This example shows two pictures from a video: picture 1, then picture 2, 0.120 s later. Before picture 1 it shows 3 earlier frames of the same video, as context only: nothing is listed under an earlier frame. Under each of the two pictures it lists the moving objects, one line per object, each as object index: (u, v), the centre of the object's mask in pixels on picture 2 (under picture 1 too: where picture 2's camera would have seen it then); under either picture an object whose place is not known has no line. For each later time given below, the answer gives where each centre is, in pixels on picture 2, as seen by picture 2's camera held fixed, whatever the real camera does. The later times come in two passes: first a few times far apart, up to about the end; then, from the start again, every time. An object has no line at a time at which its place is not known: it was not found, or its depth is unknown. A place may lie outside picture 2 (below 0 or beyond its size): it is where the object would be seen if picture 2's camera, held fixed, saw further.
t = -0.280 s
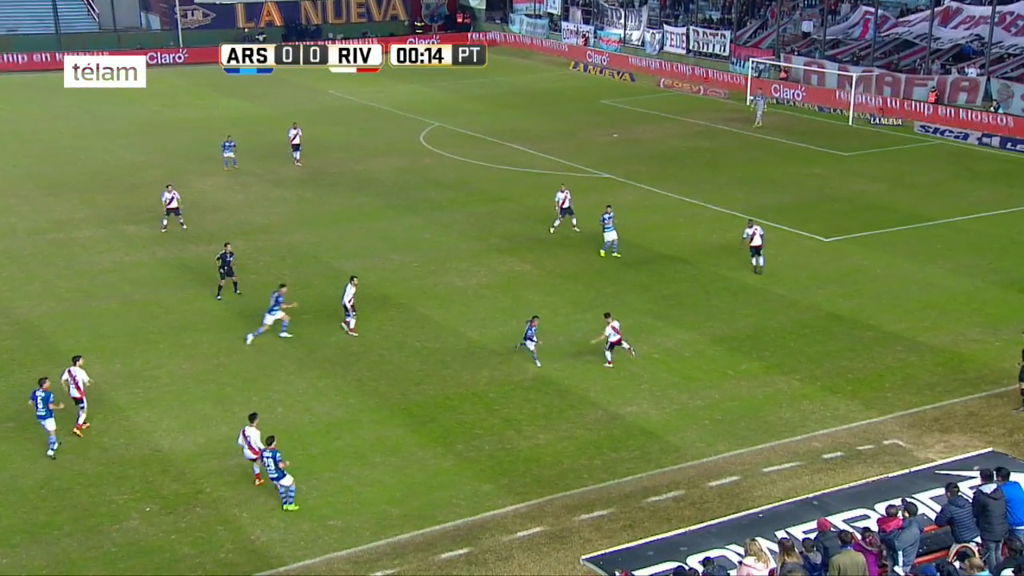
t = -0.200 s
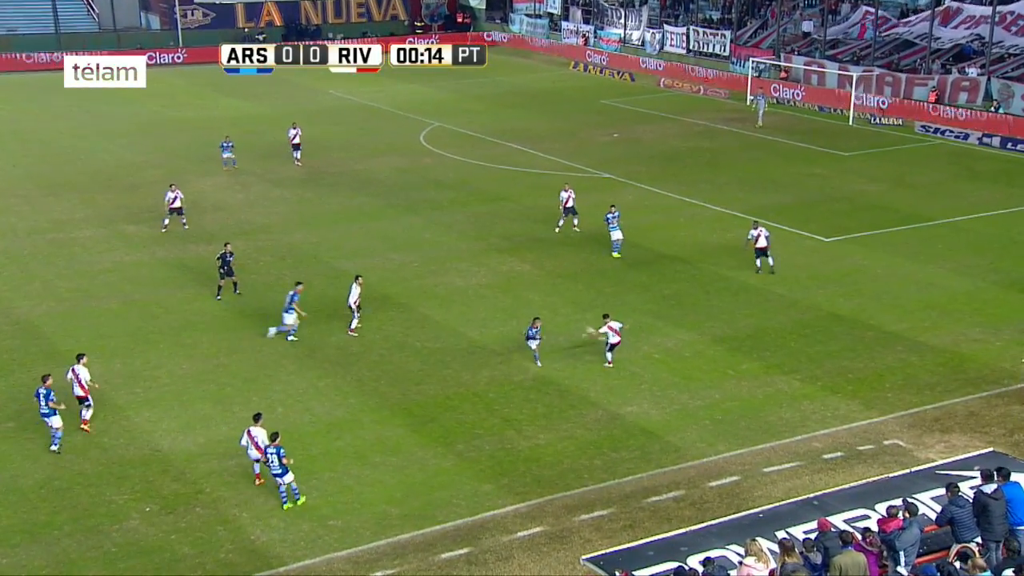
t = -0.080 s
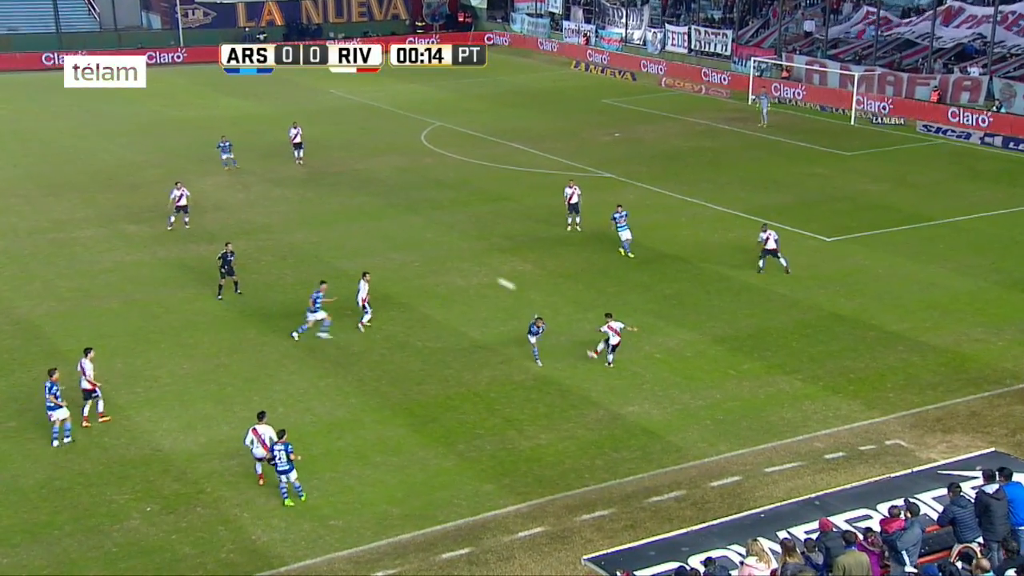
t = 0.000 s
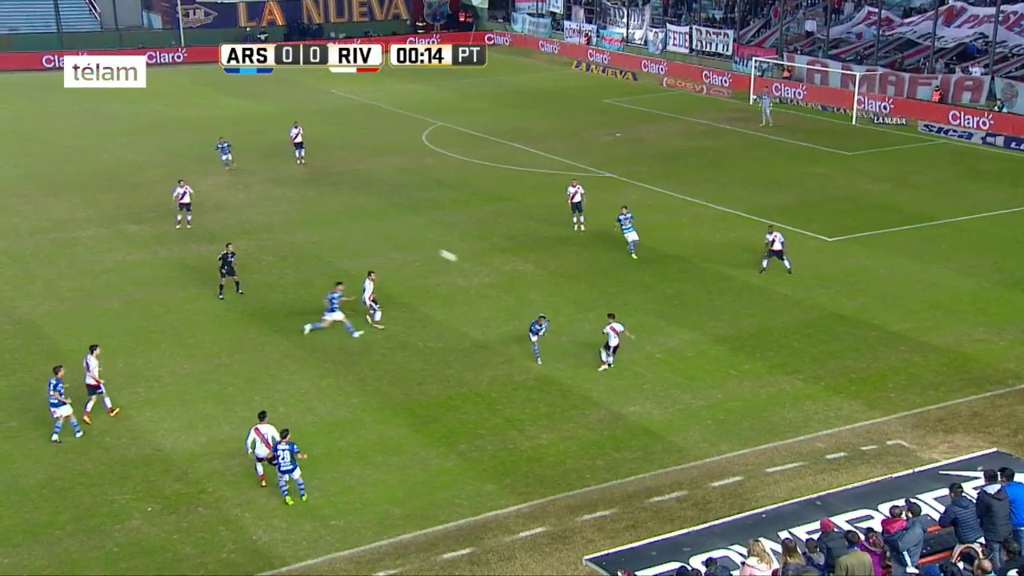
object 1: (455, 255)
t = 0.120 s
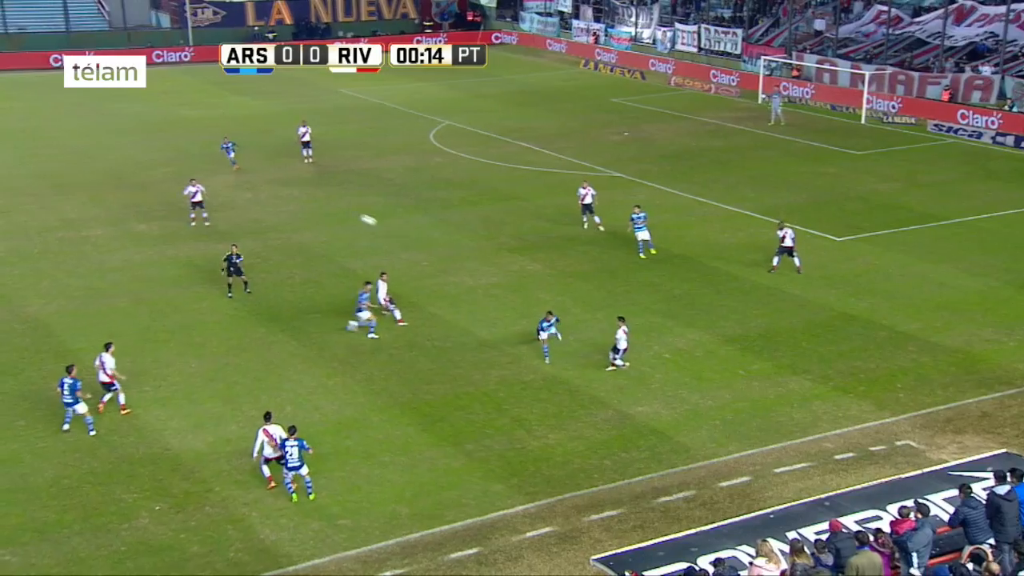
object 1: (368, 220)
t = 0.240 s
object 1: (282, 192)
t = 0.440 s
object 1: (139, 159)
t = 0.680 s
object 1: (-29, 144)
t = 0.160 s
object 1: (339, 210)
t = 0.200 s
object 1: (311, 201)
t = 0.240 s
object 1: (282, 192)
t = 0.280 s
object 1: (253, 184)
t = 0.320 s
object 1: (225, 177)
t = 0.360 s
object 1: (196, 170)
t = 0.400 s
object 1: (168, 164)
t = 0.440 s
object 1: (139, 159)
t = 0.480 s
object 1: (111, 155)
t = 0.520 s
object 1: (83, 151)
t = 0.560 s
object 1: (55, 148)
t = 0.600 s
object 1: (26, 146)
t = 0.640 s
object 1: (-1, 145)
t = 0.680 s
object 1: (-29, 144)
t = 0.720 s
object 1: (-57, 145)
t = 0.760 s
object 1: (-85, 146)
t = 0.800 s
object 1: (-112, 147)
